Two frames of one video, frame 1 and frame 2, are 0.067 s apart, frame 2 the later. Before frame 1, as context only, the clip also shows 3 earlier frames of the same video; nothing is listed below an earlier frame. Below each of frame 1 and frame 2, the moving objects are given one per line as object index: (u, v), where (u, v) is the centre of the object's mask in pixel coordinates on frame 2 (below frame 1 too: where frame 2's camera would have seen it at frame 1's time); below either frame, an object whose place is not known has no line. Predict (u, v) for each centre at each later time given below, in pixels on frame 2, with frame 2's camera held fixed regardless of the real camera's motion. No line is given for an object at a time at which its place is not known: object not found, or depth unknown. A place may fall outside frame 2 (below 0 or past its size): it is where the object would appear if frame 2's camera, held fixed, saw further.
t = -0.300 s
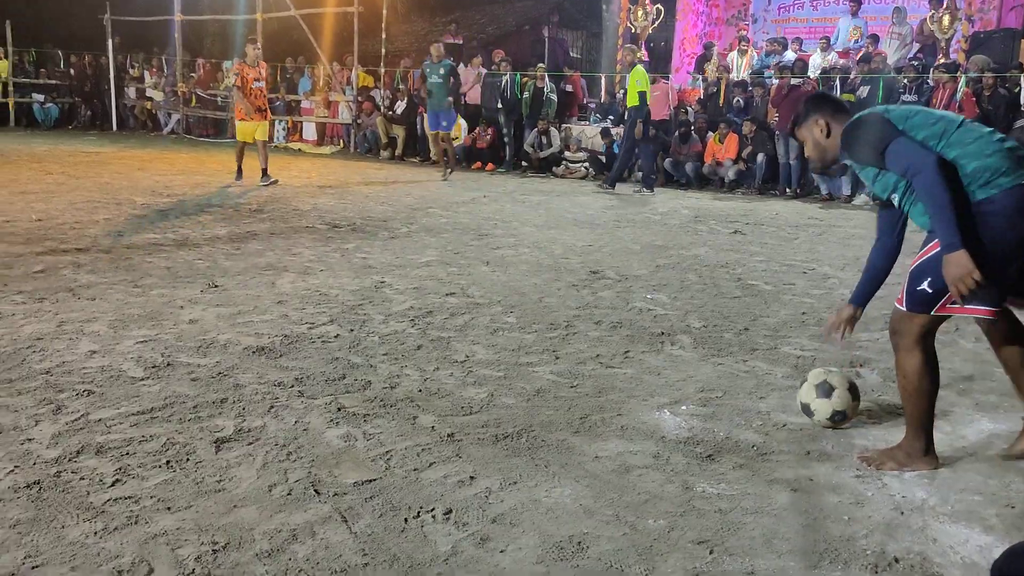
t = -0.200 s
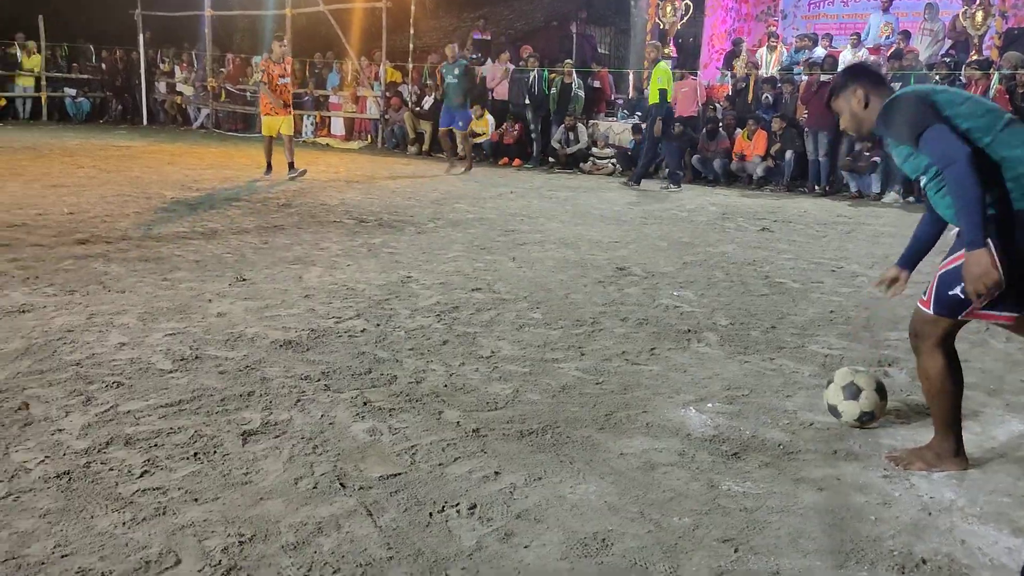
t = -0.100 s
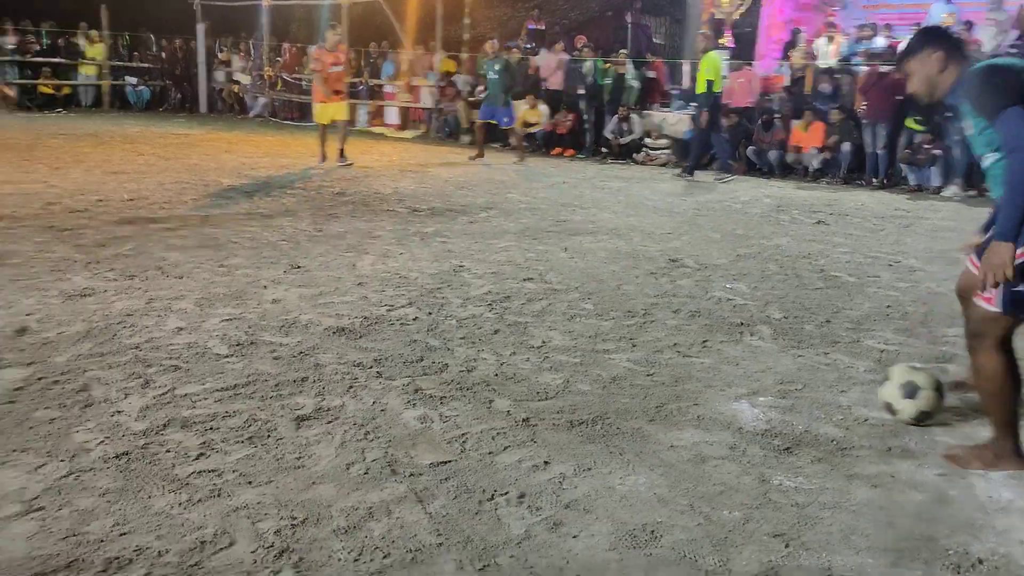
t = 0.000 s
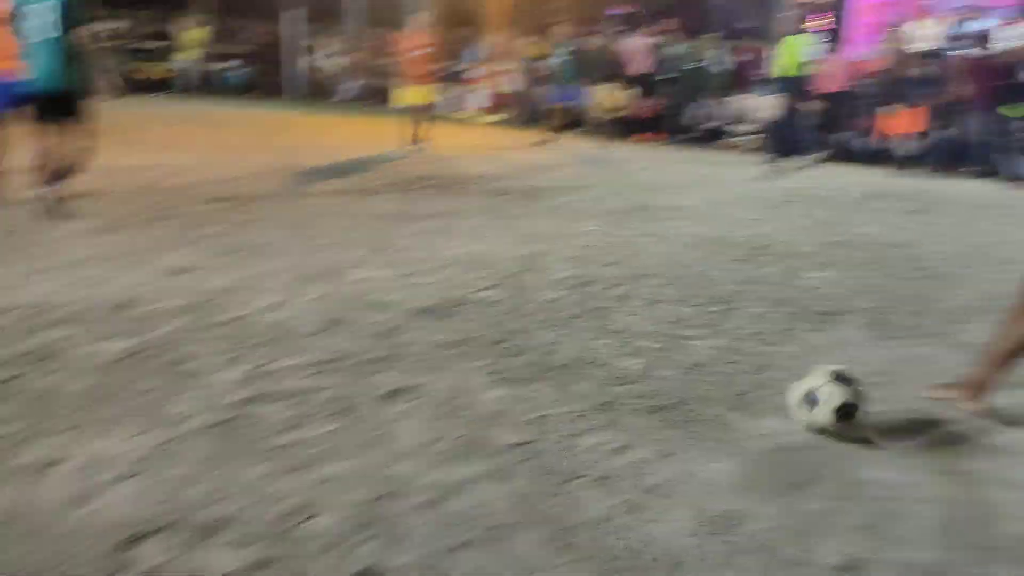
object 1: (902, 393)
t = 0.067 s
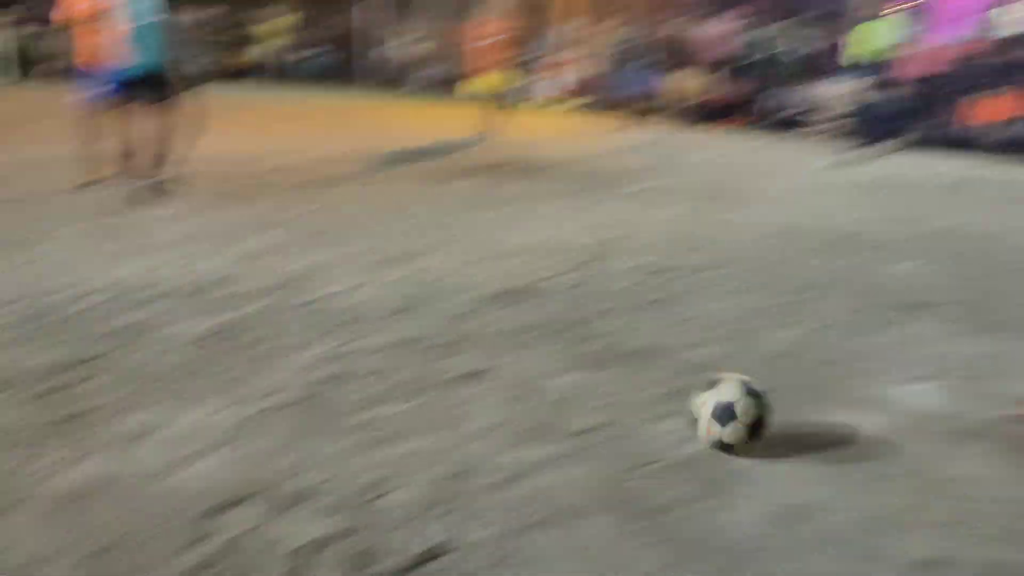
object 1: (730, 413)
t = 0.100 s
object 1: (631, 427)
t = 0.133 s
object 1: (541, 427)
